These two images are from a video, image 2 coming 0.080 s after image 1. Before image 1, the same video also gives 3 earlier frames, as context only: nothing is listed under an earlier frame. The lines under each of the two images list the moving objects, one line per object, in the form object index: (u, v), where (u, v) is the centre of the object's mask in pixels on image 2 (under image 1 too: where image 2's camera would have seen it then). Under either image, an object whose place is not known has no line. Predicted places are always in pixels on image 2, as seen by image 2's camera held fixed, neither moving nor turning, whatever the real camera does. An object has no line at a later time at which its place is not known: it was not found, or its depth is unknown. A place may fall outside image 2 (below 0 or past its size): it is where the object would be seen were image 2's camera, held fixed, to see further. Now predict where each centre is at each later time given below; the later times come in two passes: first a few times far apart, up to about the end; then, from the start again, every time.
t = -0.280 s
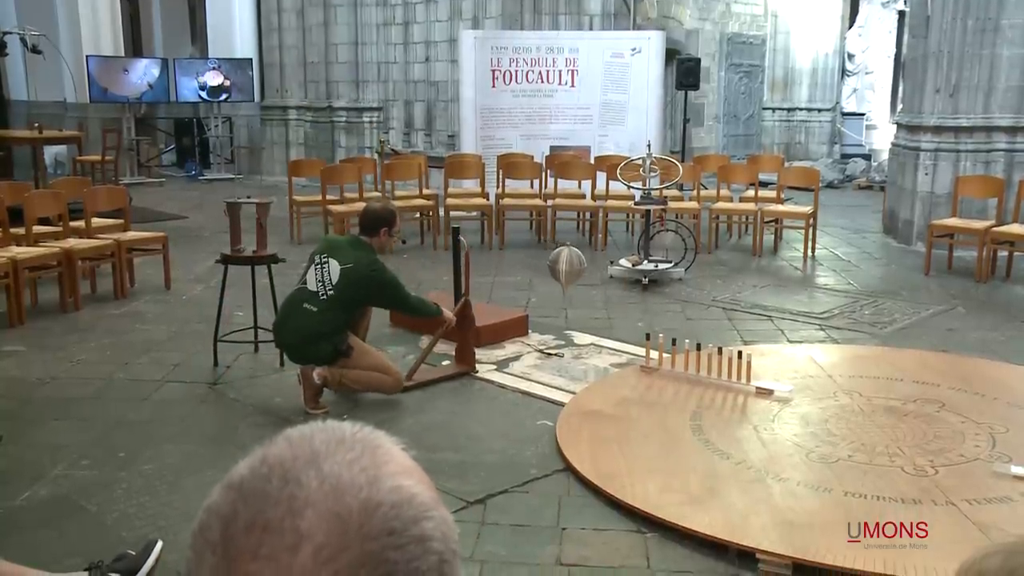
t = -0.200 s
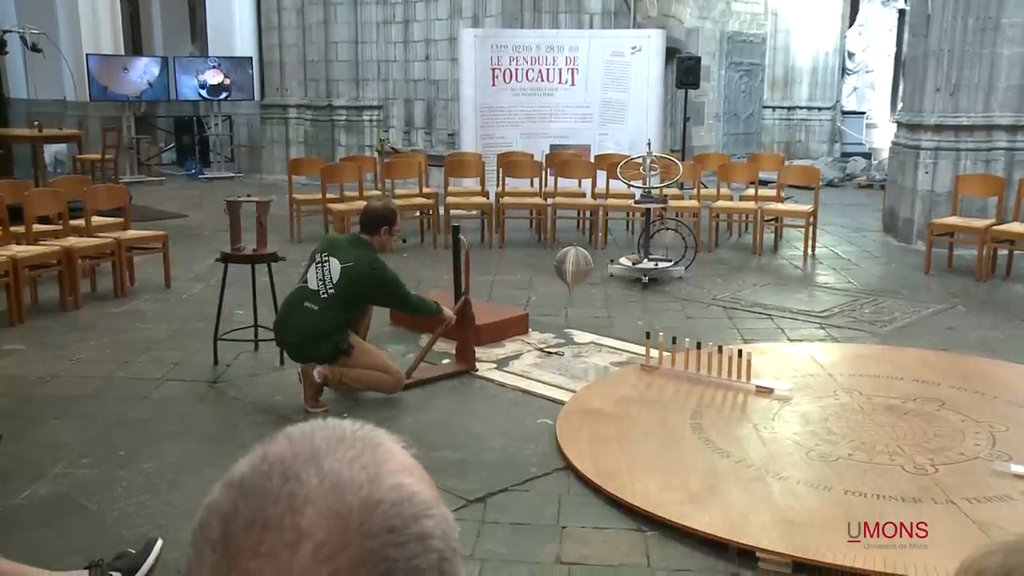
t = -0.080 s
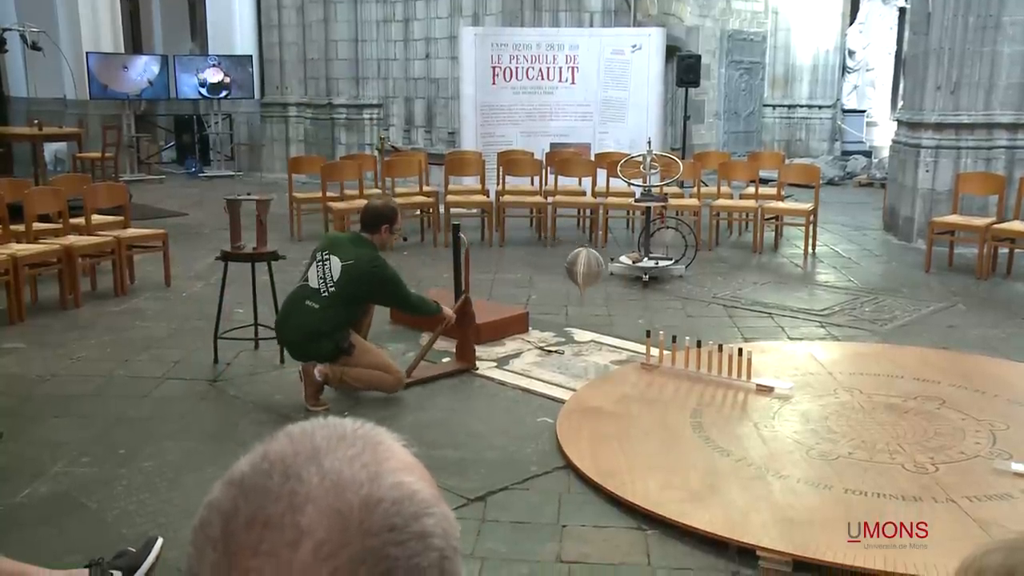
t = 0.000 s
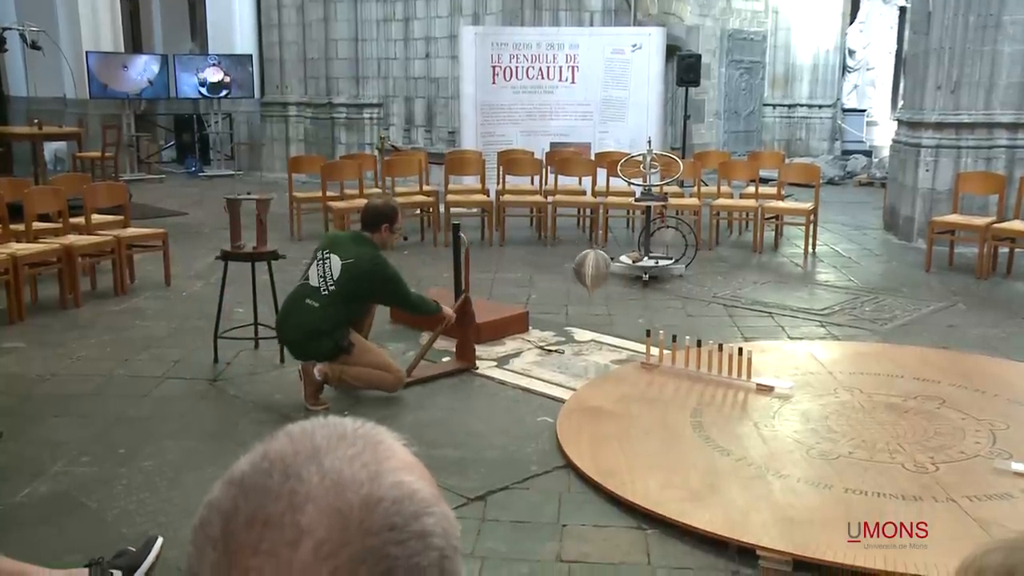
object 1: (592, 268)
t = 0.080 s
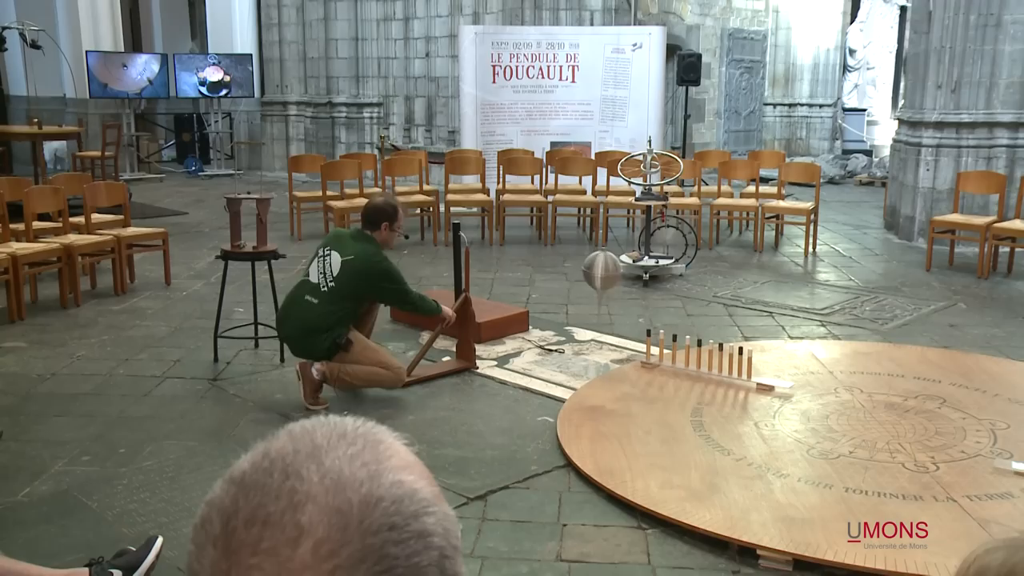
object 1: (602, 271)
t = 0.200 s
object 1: (617, 274)
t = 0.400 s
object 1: (645, 282)
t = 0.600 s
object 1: (678, 290)
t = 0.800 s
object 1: (717, 299)
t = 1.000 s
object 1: (760, 309)
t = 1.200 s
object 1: (808, 319)
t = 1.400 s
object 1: (862, 331)
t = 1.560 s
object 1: (907, 339)
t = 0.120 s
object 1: (607, 272)
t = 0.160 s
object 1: (611, 273)
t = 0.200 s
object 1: (617, 274)
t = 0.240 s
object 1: (622, 276)
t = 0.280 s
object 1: (628, 278)
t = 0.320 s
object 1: (634, 279)
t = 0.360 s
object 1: (639, 281)
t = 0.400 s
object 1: (645, 282)
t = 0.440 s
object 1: (651, 284)
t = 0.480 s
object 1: (658, 285)
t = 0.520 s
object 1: (665, 287)
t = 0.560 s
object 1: (671, 288)
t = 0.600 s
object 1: (678, 290)
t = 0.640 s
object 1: (685, 292)
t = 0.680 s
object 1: (693, 294)
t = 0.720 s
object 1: (701, 296)
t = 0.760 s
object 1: (709, 298)
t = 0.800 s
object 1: (717, 299)
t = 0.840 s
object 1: (725, 301)
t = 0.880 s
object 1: (733, 303)
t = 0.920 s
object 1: (742, 305)
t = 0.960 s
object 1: (751, 307)
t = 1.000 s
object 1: (760, 309)
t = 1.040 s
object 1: (769, 310)
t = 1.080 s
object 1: (778, 313)
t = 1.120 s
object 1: (788, 315)
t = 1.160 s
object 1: (798, 316)
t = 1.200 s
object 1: (808, 319)
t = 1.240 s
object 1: (818, 321)
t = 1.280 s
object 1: (828, 324)
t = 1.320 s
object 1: (839, 327)
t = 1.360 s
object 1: (850, 329)
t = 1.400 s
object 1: (862, 331)
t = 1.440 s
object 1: (873, 333)
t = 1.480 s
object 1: (884, 335)
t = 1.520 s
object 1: (895, 337)
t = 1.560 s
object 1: (907, 339)
